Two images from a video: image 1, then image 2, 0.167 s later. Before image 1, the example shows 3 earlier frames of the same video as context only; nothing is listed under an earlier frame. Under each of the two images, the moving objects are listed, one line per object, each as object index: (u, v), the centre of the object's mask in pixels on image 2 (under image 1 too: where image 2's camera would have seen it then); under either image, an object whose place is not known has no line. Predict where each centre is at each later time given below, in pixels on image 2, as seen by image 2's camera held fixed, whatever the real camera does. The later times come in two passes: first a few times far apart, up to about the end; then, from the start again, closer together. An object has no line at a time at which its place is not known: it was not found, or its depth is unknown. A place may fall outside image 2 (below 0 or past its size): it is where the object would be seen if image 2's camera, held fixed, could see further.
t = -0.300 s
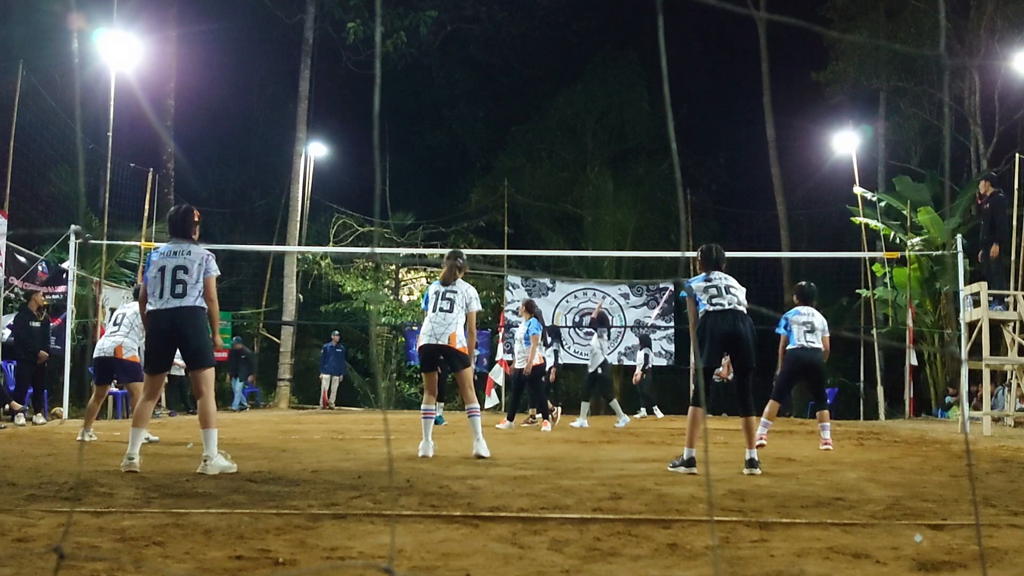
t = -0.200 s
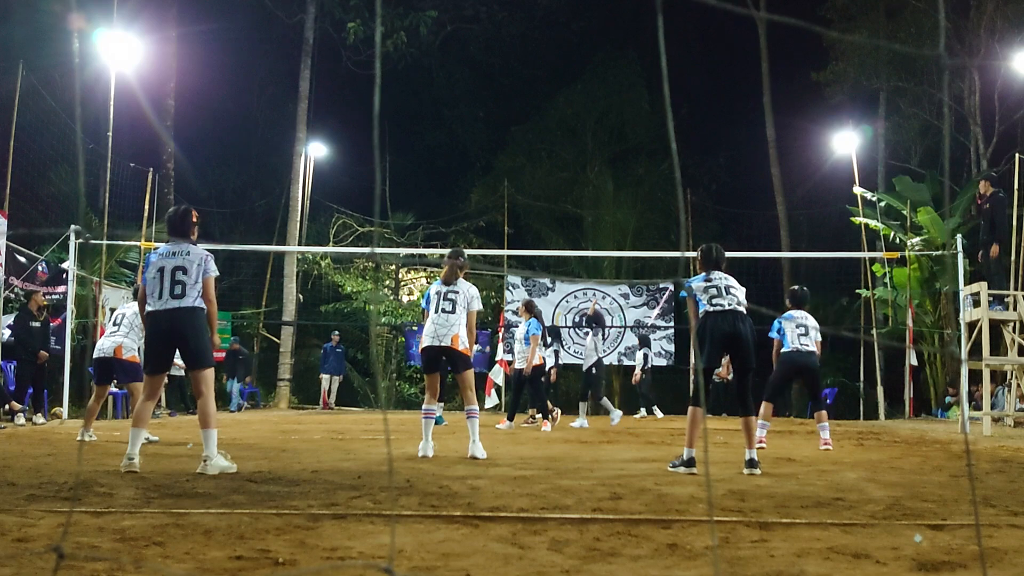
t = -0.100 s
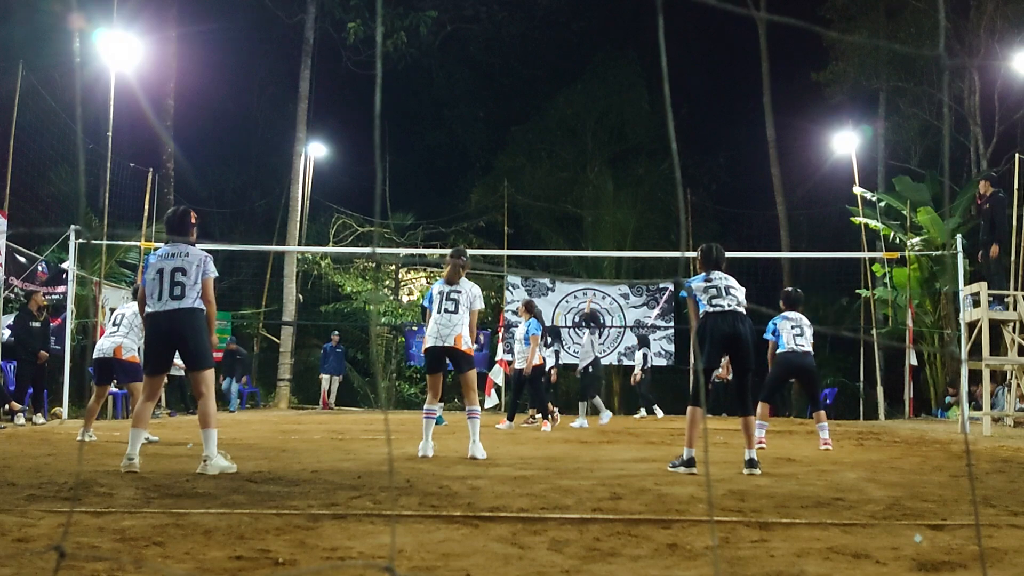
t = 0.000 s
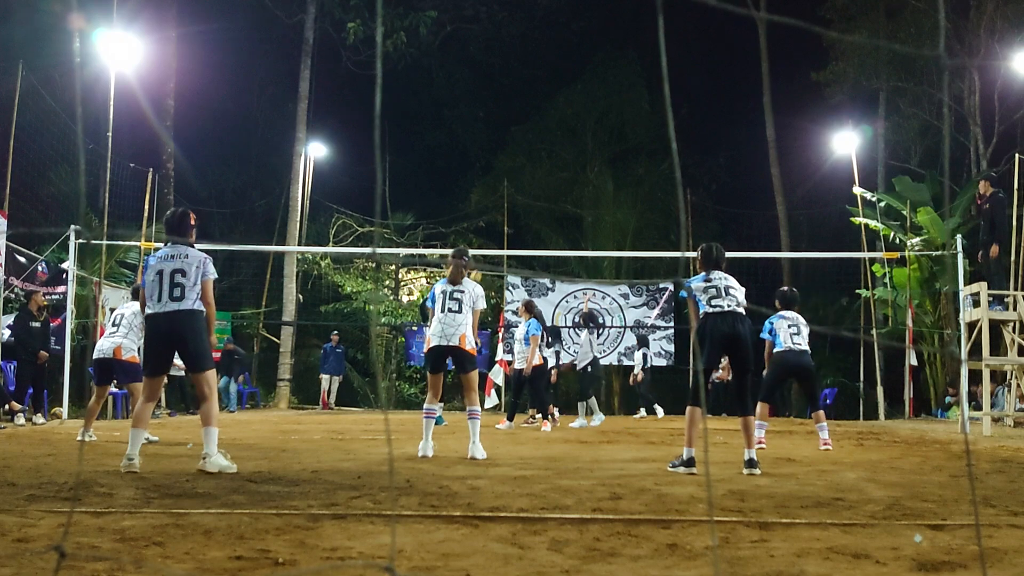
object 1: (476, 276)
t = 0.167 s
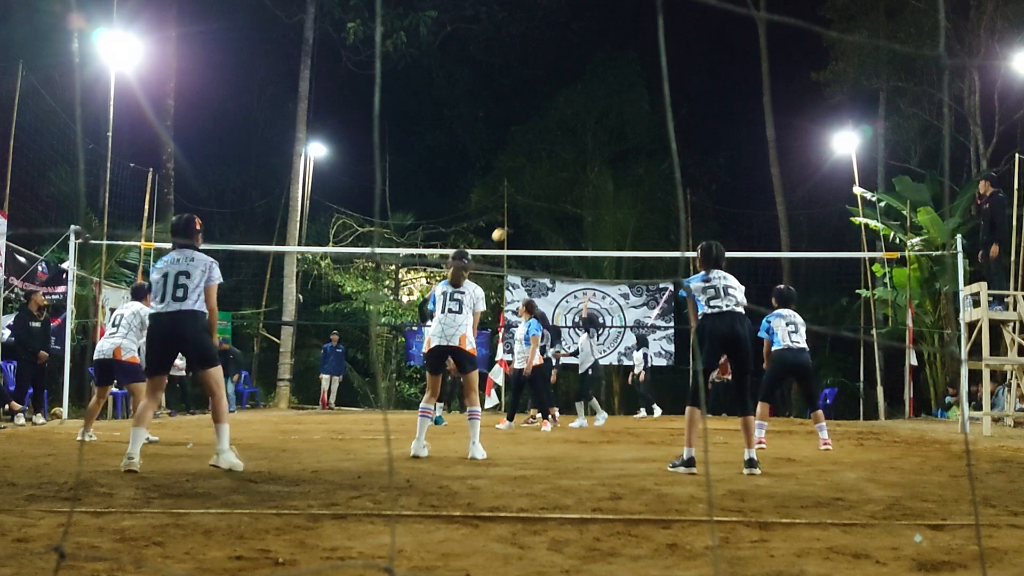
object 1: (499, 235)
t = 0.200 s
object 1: (504, 228)
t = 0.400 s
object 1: (542, 190)
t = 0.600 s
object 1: (589, 170)
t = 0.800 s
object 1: (651, 180)
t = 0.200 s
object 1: (504, 228)
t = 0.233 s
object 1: (510, 221)
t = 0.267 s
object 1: (516, 214)
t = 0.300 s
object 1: (522, 208)
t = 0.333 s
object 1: (528, 201)
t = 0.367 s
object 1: (535, 195)
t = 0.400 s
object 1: (542, 190)
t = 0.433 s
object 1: (549, 185)
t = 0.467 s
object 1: (557, 180)
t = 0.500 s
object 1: (564, 177)
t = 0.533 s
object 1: (572, 174)
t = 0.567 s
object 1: (580, 172)
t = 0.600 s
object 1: (589, 170)
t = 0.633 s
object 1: (598, 169)
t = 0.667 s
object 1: (607, 169)
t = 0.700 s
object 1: (617, 170)
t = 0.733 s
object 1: (627, 173)
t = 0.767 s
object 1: (639, 175)
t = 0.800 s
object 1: (651, 180)
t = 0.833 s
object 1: (664, 185)
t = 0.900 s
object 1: (693, 199)
